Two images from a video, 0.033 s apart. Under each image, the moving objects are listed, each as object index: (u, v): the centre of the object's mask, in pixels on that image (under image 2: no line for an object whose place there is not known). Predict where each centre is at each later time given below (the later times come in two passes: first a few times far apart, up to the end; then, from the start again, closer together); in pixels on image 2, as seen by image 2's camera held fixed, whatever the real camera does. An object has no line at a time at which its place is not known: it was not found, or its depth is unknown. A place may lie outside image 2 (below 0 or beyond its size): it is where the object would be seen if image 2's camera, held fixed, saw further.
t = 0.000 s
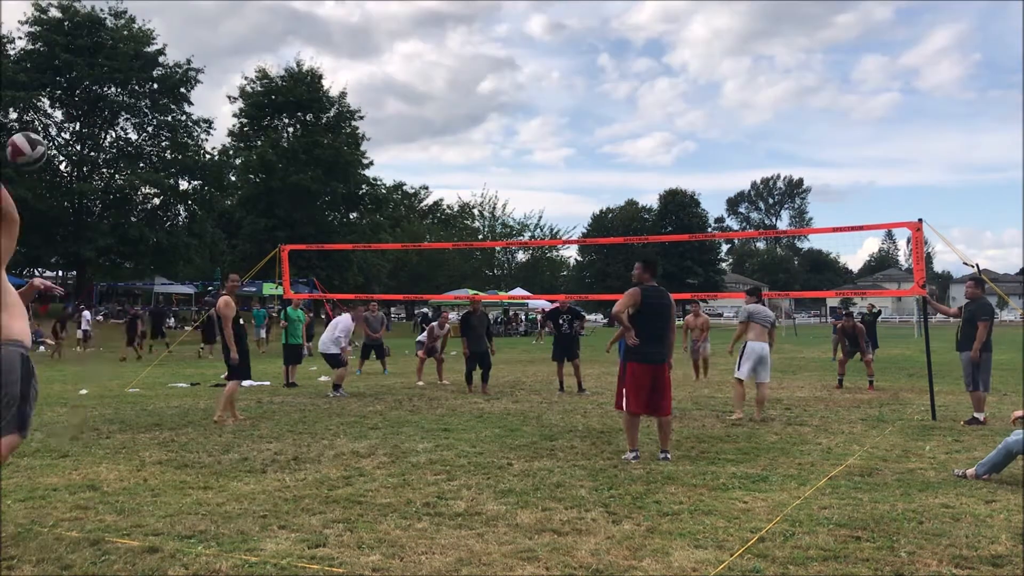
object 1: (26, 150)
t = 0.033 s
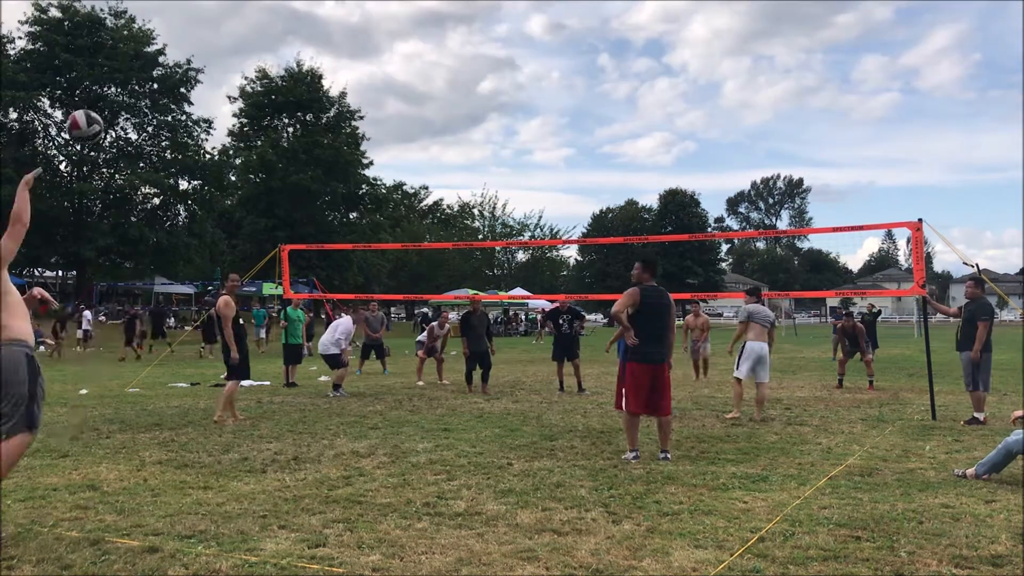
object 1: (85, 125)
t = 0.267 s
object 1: (349, 50)
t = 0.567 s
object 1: (524, 70)
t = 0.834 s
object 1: (612, 131)
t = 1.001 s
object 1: (650, 180)
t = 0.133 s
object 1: (221, 79)
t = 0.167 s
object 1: (257, 68)
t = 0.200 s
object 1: (291, 60)
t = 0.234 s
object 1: (321, 55)
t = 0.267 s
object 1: (349, 50)
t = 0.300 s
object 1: (374, 48)
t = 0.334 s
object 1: (398, 46)
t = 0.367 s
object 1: (420, 47)
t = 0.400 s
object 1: (441, 48)
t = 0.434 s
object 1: (460, 51)
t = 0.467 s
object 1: (478, 55)
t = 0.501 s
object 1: (494, 59)
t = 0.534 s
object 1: (510, 64)
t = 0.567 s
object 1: (524, 70)
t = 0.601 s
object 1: (537, 76)
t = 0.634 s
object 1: (550, 83)
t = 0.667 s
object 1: (561, 90)
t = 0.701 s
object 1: (573, 98)
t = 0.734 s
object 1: (583, 106)
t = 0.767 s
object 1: (593, 114)
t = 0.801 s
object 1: (603, 122)
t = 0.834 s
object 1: (612, 131)
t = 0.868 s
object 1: (621, 140)
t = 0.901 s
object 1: (629, 150)
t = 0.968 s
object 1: (643, 170)
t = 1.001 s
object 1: (650, 180)
